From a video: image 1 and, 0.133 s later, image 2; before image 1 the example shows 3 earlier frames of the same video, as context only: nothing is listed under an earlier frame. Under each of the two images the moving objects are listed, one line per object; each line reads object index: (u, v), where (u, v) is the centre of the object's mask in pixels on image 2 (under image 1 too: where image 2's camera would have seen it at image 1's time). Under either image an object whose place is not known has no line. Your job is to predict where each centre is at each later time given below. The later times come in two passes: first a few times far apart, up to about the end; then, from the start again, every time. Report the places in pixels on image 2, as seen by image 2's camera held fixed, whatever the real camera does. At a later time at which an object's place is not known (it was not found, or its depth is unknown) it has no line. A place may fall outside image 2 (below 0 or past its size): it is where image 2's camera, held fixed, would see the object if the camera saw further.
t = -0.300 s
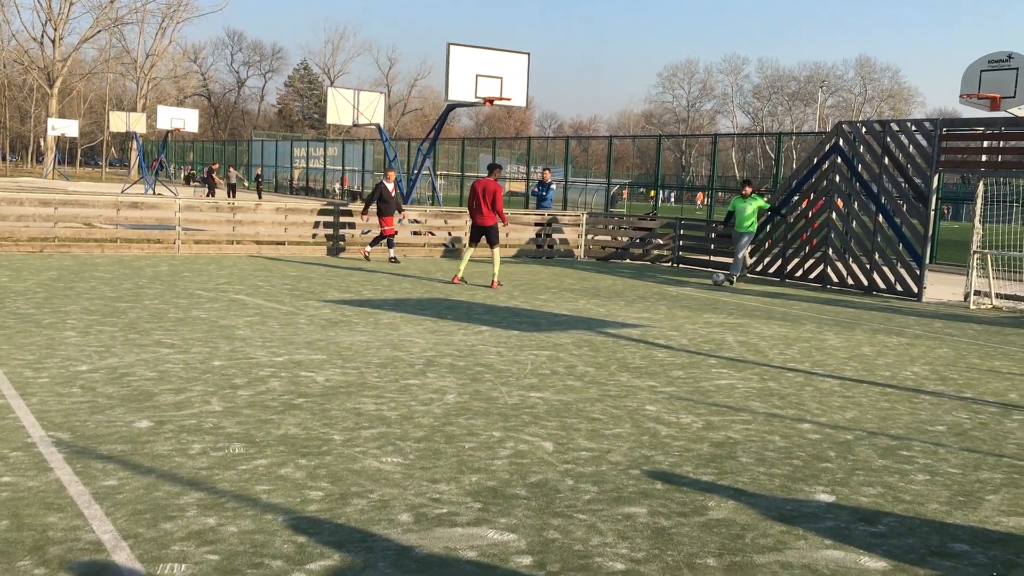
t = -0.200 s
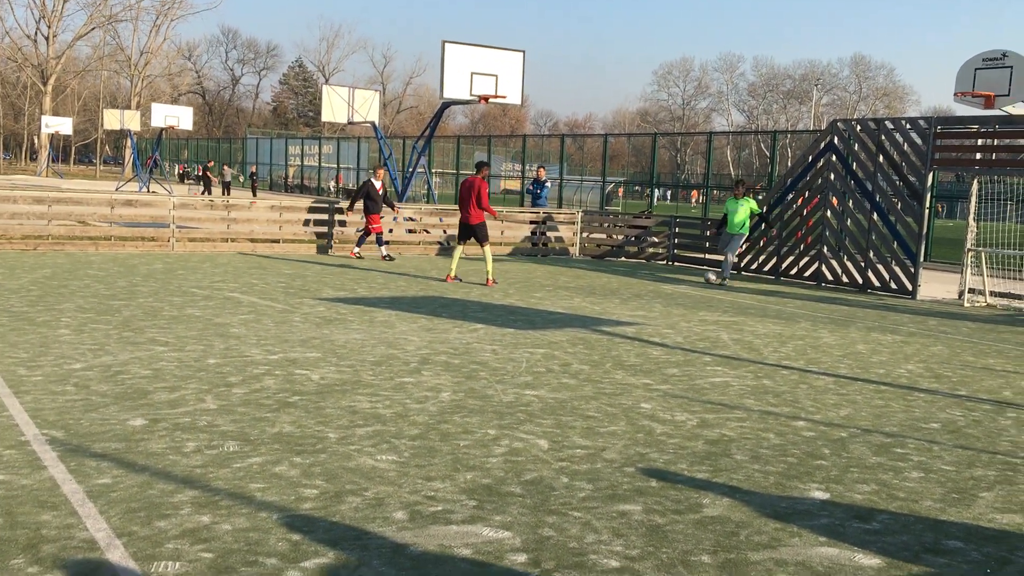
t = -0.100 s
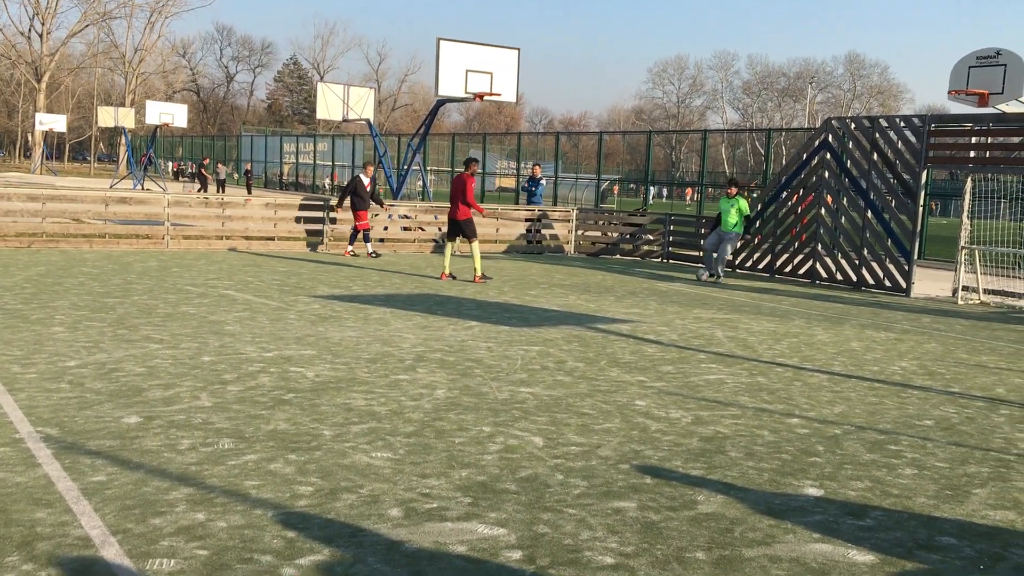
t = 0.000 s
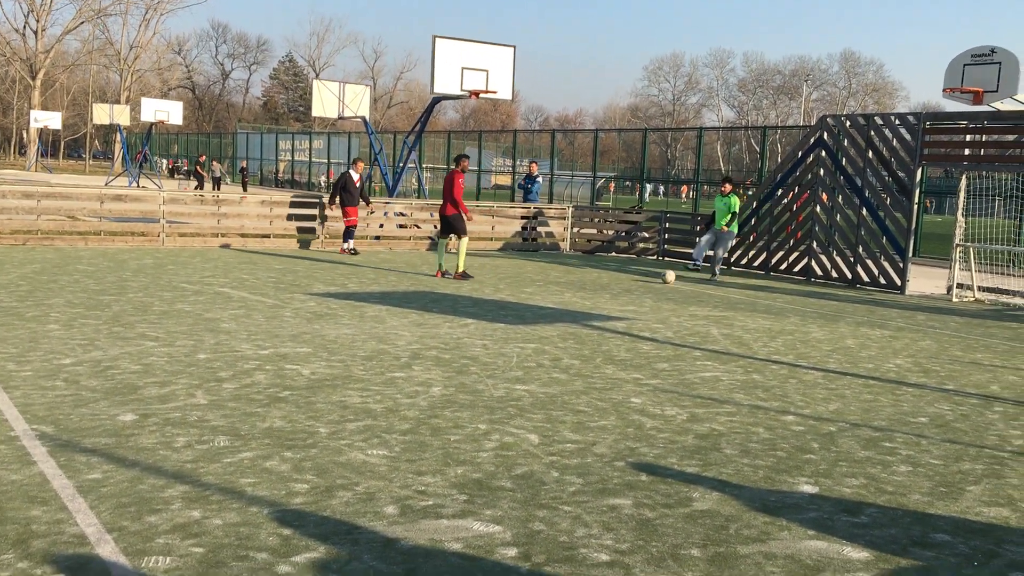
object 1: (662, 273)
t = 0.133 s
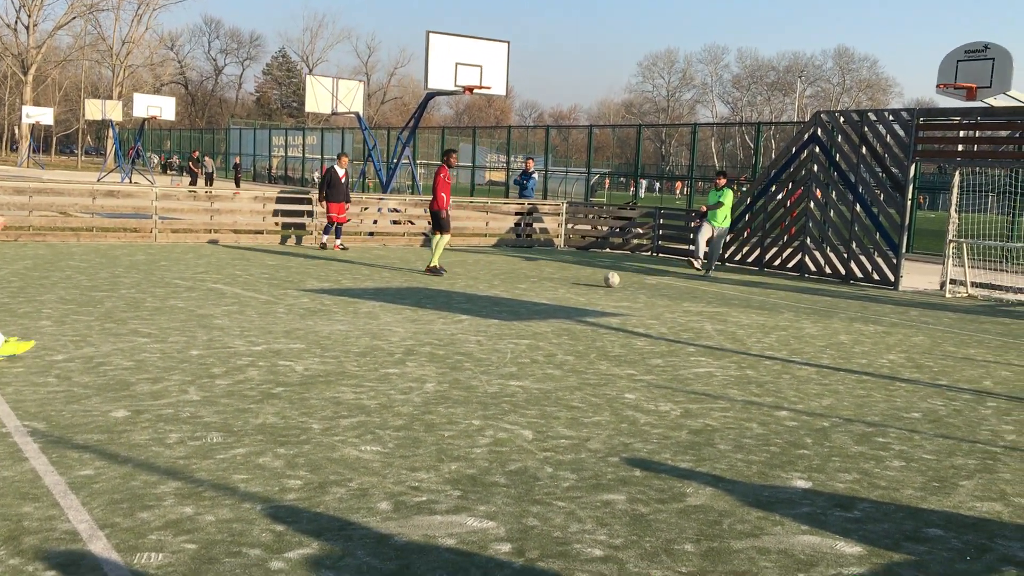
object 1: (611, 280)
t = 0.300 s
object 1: (538, 288)
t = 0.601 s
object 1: (367, 312)
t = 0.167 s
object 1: (598, 281)
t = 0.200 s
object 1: (584, 283)
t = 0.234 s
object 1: (569, 286)
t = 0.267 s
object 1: (554, 286)
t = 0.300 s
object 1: (538, 288)
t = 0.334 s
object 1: (521, 291)
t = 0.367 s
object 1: (504, 294)
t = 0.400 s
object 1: (487, 296)
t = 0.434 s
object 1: (469, 297)
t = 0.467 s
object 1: (451, 299)
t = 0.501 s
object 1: (431, 302)
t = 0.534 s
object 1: (410, 307)
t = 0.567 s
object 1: (388, 312)
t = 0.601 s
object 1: (367, 312)
